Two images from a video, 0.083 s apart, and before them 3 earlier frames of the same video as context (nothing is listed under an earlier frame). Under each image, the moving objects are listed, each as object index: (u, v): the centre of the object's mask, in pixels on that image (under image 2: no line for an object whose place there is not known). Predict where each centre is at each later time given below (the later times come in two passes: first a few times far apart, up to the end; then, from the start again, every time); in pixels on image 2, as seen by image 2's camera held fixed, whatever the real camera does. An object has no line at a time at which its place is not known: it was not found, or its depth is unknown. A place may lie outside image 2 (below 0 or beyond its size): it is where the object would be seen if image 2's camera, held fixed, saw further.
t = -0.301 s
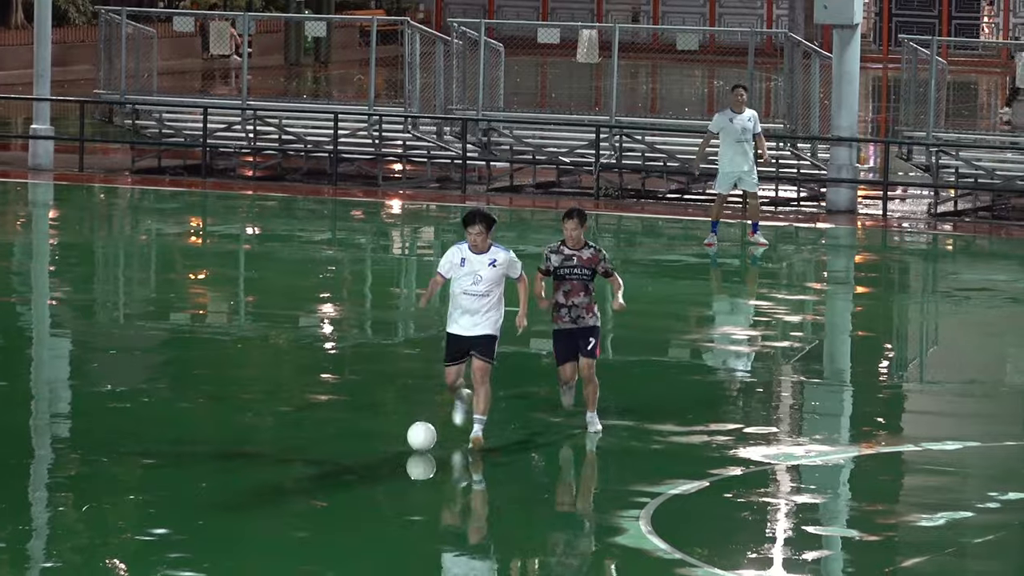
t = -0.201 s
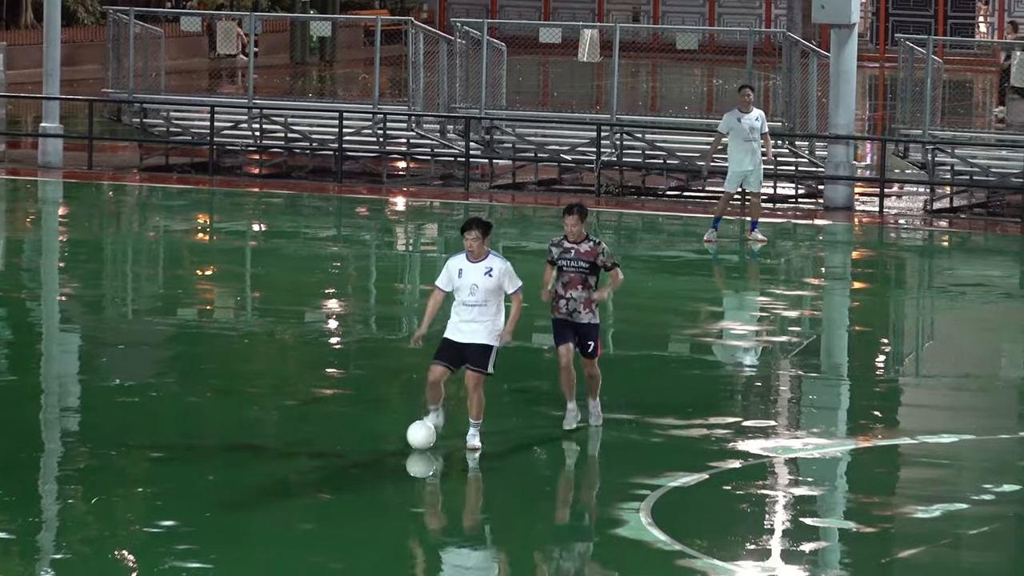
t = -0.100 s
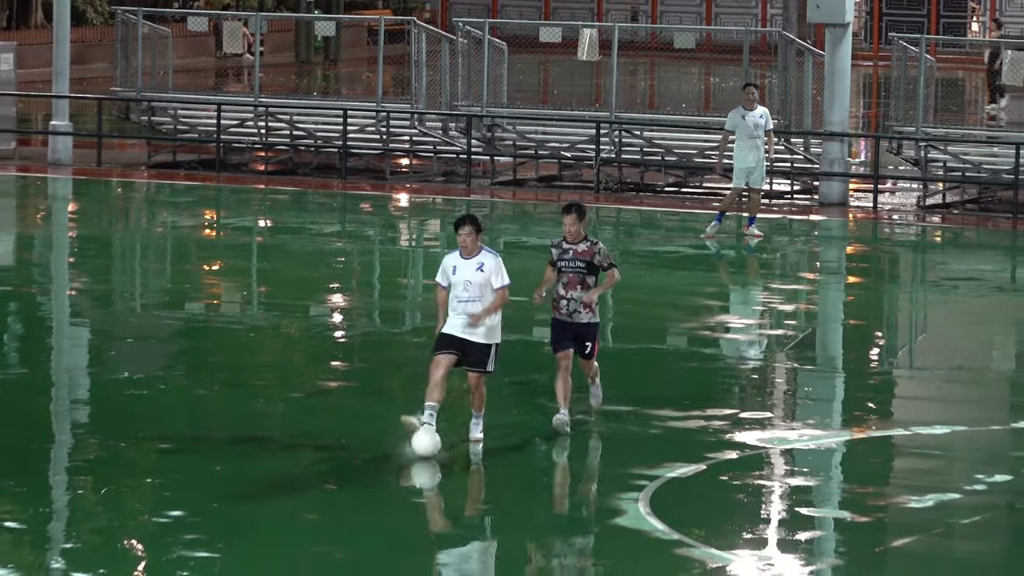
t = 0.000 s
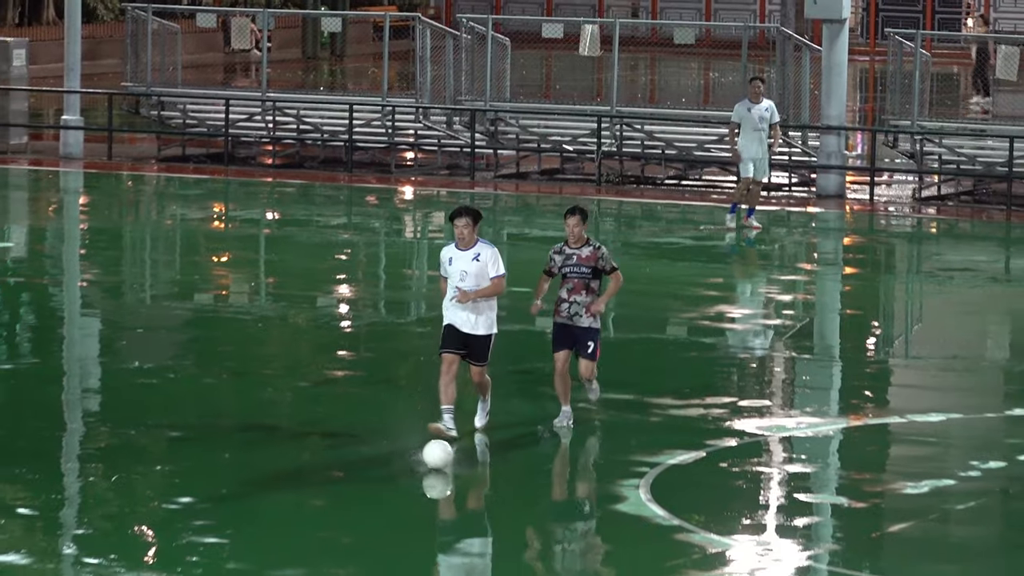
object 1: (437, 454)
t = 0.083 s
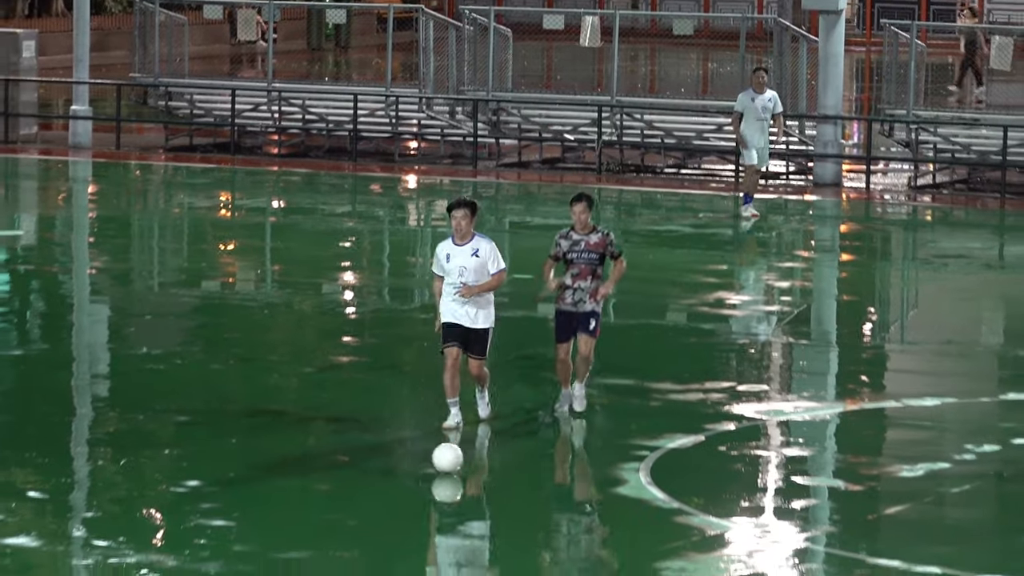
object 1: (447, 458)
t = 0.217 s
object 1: (458, 491)
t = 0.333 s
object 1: (470, 522)
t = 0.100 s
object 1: (448, 462)
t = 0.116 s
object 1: (450, 466)
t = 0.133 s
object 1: (451, 470)
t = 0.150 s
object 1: (453, 474)
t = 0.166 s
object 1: (454, 478)
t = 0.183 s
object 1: (456, 482)
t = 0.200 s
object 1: (457, 487)
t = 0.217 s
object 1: (458, 491)
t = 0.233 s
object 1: (460, 495)
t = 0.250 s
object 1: (462, 500)
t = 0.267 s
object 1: (463, 504)
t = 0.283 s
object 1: (465, 508)
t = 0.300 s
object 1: (467, 513)
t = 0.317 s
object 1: (468, 517)
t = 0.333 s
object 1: (470, 522)
